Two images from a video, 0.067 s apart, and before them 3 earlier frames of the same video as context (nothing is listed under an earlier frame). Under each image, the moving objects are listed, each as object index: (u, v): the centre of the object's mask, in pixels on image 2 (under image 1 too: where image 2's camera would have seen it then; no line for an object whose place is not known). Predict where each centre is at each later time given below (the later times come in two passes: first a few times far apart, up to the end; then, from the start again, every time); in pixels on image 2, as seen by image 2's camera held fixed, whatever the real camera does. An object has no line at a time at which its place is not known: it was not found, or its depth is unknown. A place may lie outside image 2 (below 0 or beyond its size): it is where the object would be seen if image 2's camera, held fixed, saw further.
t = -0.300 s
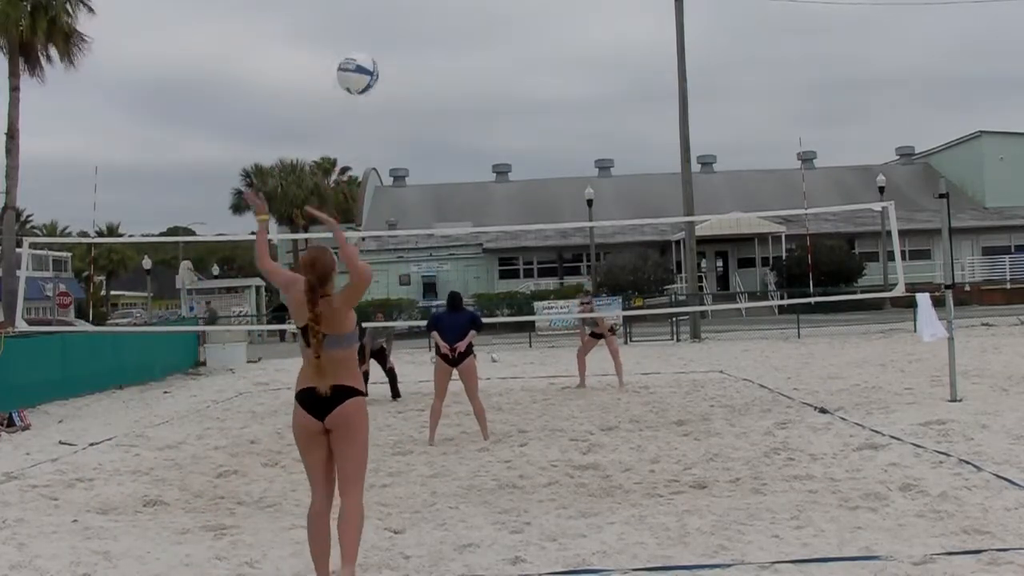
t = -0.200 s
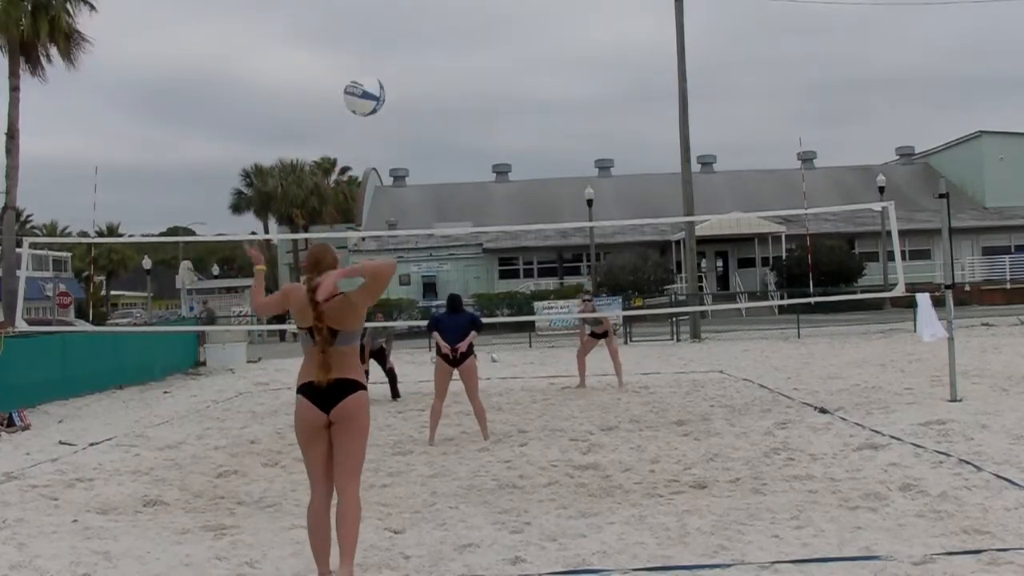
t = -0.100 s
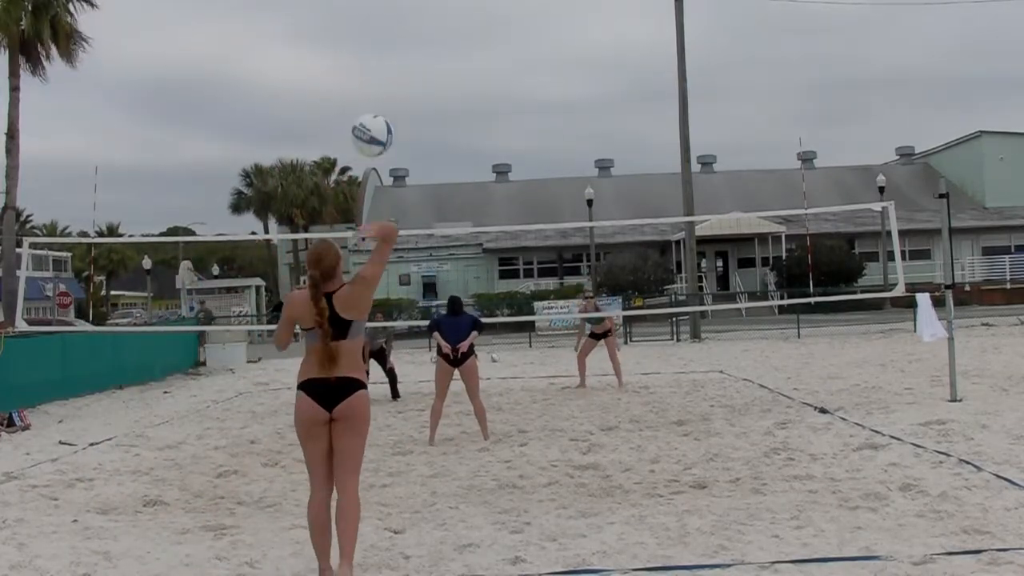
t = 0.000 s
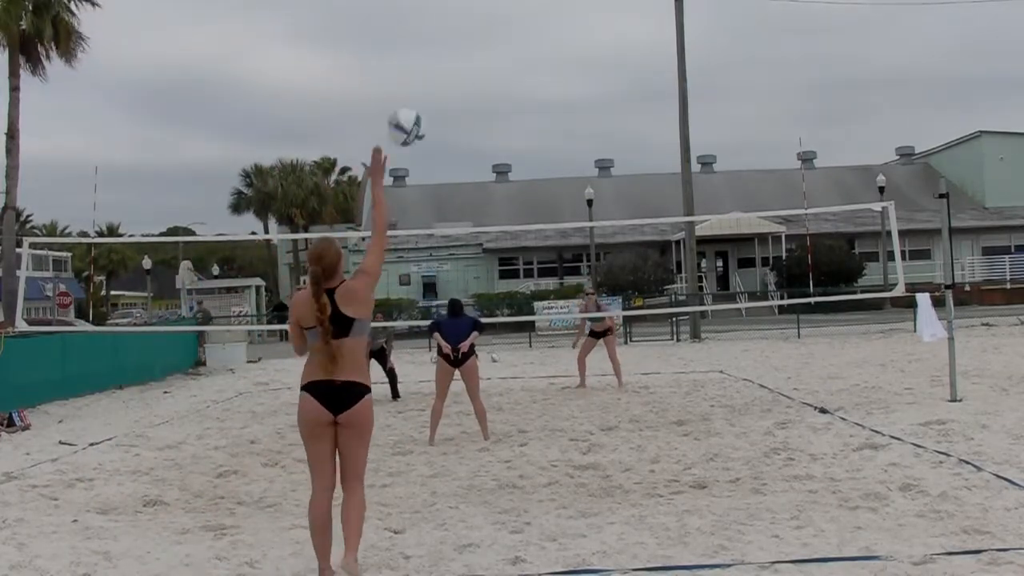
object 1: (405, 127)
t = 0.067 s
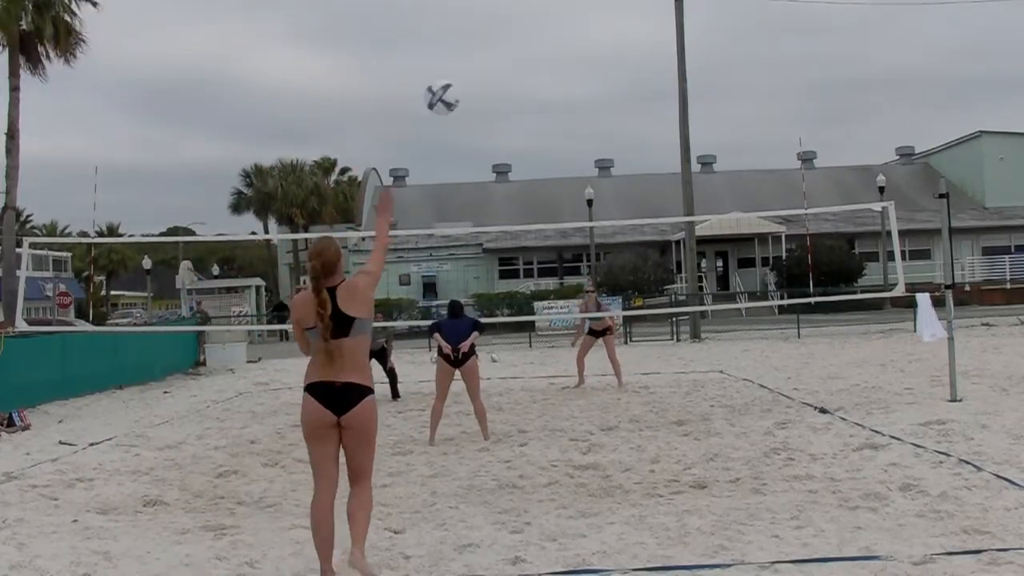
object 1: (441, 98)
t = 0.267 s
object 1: (526, 66)
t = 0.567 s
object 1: (612, 114)
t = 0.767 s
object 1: (652, 182)
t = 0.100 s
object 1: (457, 87)
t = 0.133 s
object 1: (472, 79)
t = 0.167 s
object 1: (487, 73)
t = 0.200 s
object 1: (501, 70)
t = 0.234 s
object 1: (514, 67)
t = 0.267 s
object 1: (526, 66)
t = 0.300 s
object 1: (538, 67)
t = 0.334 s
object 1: (549, 70)
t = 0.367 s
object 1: (560, 73)
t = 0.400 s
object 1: (569, 77)
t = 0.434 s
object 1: (579, 83)
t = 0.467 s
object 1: (589, 89)
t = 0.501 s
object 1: (597, 96)
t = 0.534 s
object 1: (604, 105)
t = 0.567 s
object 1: (612, 114)
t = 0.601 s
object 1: (619, 123)
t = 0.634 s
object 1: (626, 135)
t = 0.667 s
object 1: (632, 146)
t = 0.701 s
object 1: (639, 158)
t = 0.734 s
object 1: (646, 170)
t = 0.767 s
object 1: (652, 182)
